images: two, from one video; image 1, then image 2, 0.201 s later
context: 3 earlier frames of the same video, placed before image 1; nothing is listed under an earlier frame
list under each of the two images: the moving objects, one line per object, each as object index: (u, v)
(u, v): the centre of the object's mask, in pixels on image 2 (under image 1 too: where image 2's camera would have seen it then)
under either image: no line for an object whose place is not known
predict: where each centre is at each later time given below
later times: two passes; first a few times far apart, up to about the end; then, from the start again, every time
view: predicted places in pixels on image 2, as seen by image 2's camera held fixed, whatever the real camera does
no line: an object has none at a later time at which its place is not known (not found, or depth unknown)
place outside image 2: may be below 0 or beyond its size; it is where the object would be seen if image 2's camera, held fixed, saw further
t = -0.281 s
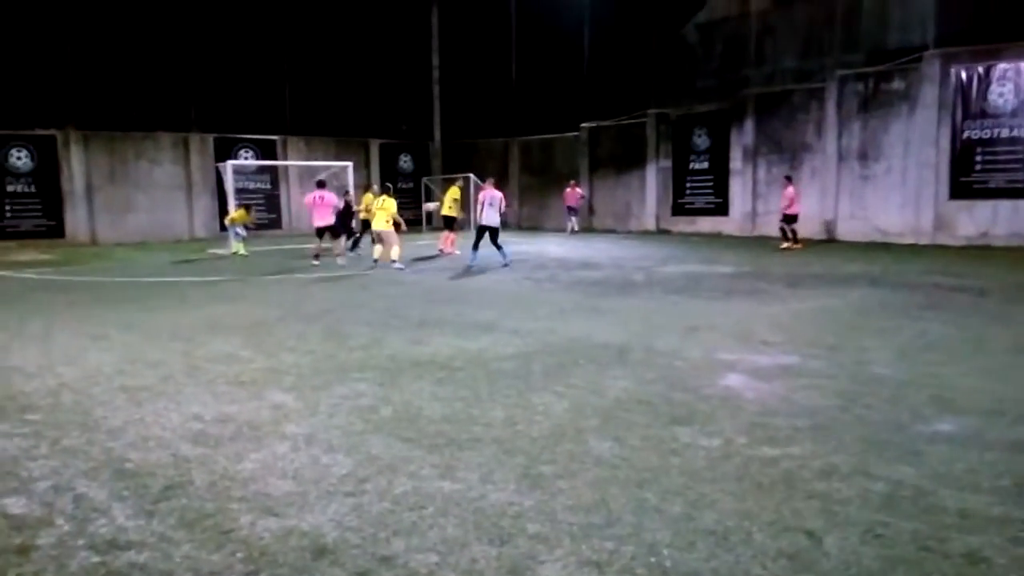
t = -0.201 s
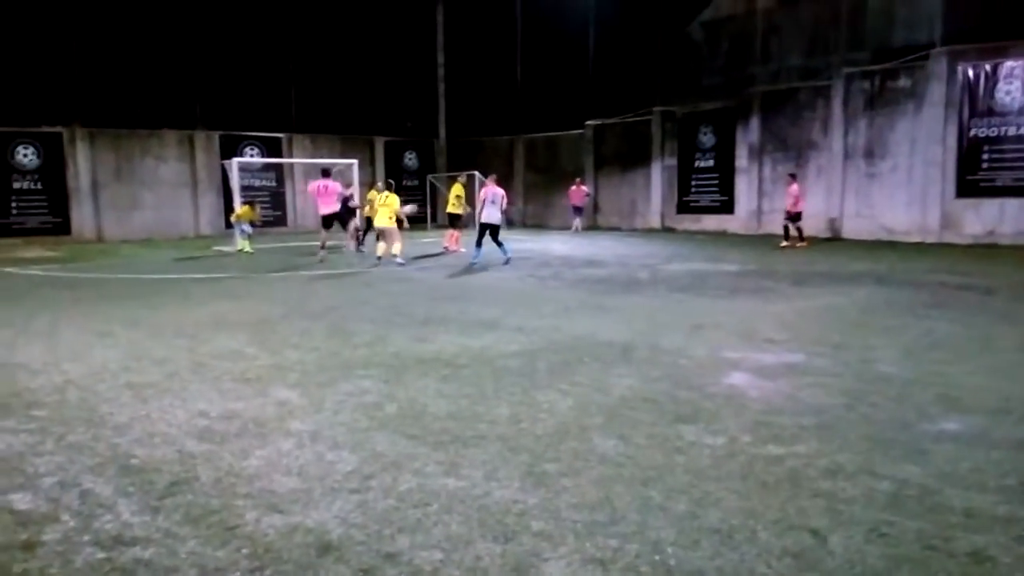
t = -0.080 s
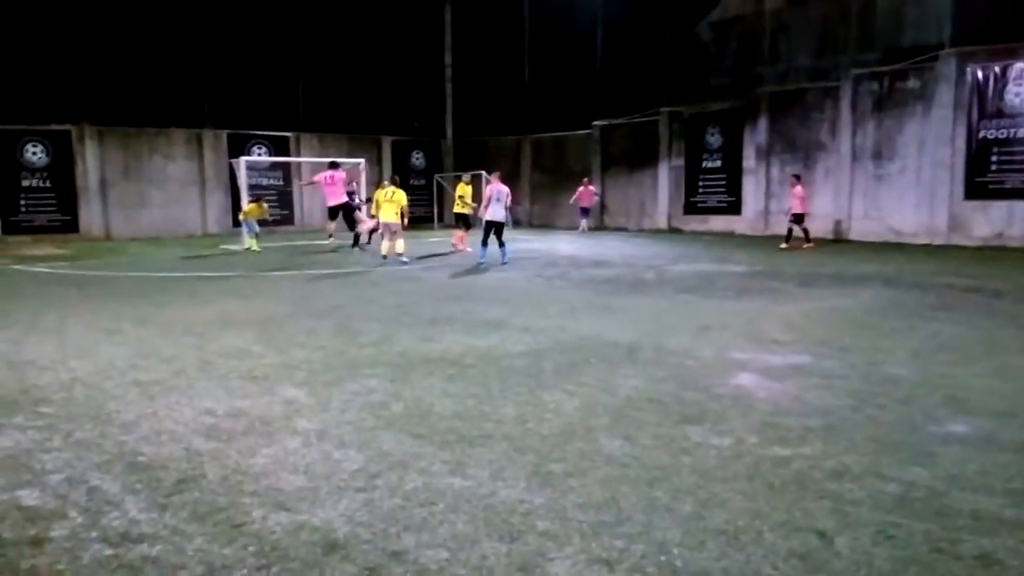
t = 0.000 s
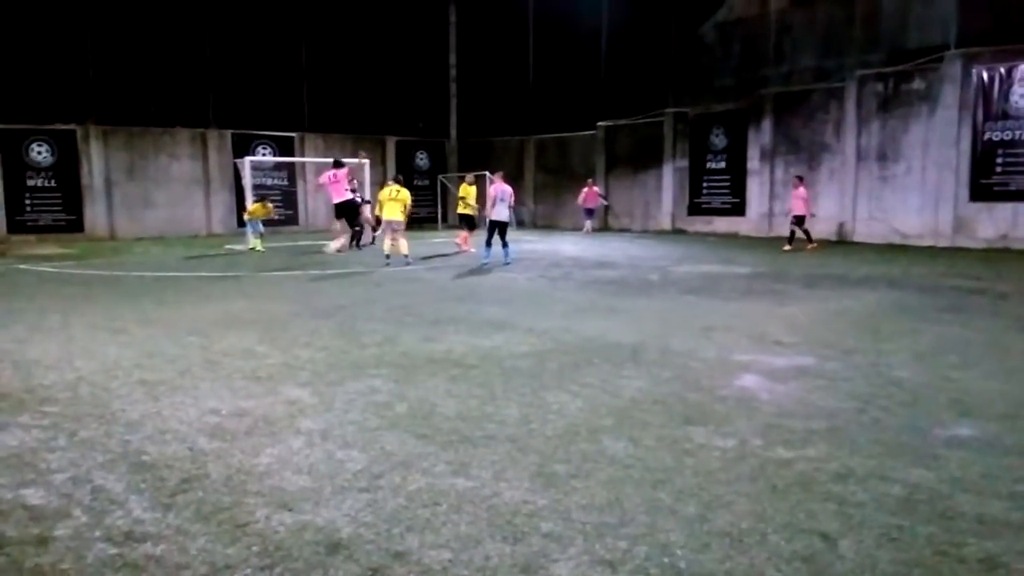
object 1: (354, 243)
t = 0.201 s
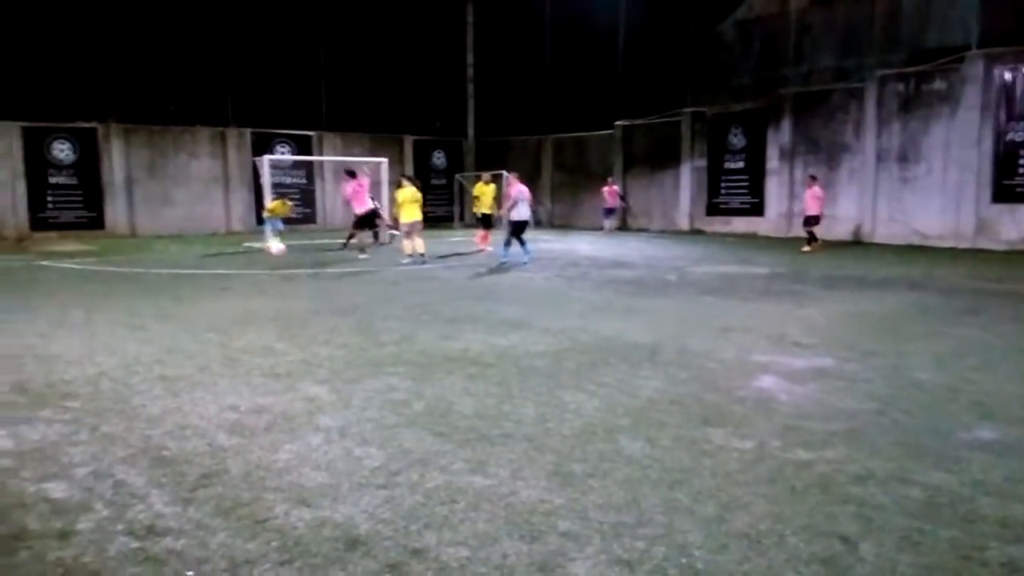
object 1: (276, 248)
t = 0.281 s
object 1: (245, 238)
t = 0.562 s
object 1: (119, 241)
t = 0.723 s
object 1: (25, 286)
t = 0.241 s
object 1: (259, 242)
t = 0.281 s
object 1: (245, 238)
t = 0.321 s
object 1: (229, 234)
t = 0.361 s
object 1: (214, 231)
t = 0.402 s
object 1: (196, 230)
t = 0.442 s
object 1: (177, 231)
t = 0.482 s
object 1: (159, 232)
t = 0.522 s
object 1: (139, 237)
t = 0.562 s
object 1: (119, 241)
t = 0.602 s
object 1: (98, 249)
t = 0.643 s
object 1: (74, 258)
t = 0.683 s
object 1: (51, 270)
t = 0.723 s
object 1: (25, 286)
